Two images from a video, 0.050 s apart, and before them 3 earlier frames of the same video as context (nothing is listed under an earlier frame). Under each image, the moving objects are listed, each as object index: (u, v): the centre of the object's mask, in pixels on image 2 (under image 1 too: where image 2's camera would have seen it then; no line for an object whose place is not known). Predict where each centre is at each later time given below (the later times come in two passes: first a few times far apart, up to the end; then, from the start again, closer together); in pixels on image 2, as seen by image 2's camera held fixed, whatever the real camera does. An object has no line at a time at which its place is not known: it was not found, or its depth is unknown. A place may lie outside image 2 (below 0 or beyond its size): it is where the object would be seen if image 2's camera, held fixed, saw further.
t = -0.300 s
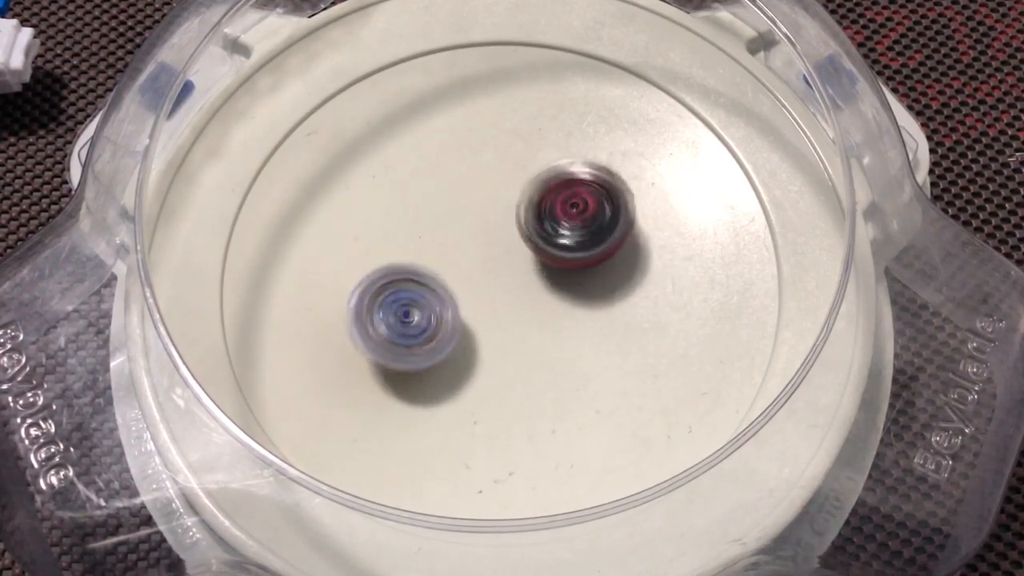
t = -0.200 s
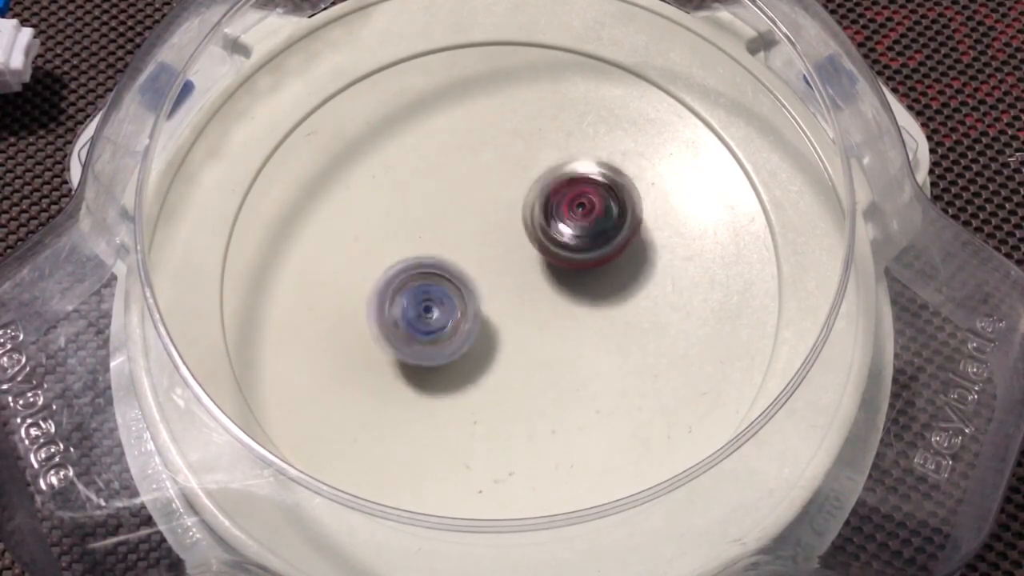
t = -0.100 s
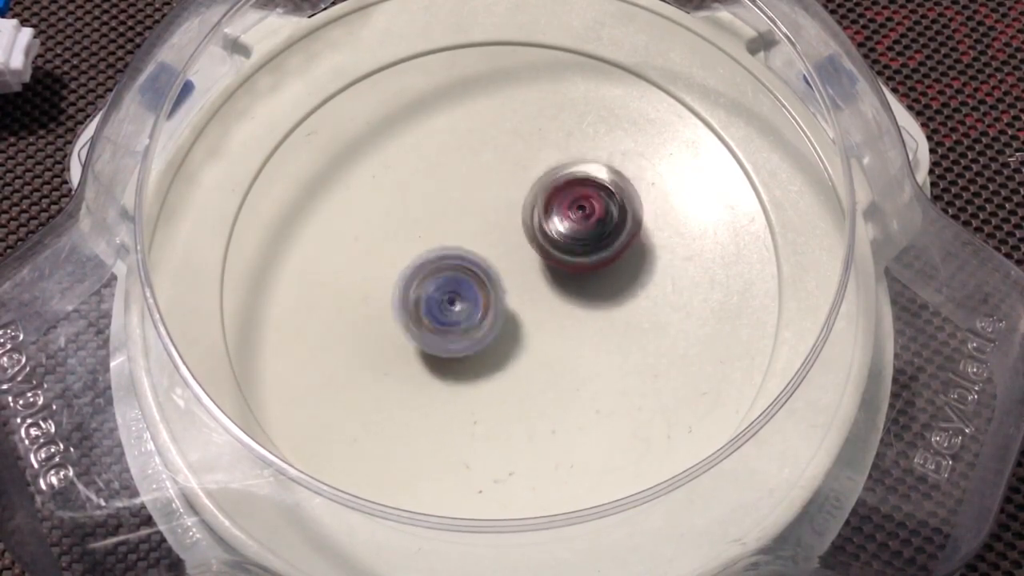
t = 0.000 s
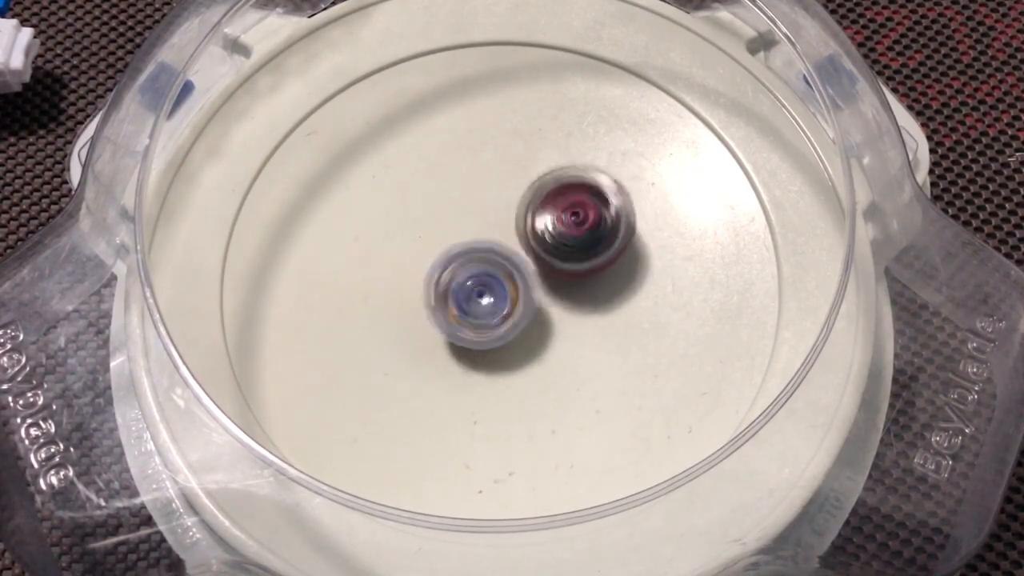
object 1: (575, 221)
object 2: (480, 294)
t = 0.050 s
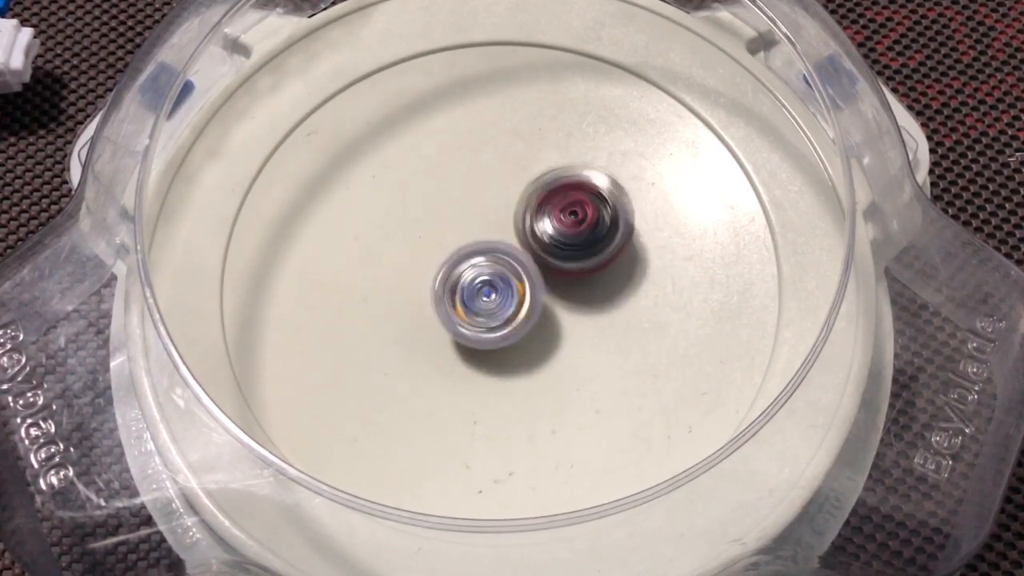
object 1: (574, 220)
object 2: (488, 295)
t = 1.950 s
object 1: (532, 221)
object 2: (455, 306)
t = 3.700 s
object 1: (541, 231)
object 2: (474, 323)
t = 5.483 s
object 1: (481, 211)
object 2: (481, 348)
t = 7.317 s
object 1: (469, 209)
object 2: (525, 323)
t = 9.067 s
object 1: (439, 259)
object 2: (538, 311)
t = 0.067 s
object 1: (575, 219)
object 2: (489, 299)
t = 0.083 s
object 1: (574, 219)
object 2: (488, 298)
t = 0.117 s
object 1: (574, 220)
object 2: (489, 301)
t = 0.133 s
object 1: (573, 220)
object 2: (489, 300)
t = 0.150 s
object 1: (572, 221)
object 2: (490, 302)
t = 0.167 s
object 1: (573, 220)
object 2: (489, 306)
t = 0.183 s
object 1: (572, 221)
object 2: (490, 306)
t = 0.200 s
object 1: (571, 221)
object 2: (489, 309)
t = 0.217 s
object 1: (570, 222)
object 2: (489, 312)
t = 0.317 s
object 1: (560, 227)
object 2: (489, 319)
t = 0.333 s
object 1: (558, 227)
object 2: (490, 318)
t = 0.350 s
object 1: (557, 228)
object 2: (487, 321)
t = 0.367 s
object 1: (556, 226)
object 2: (484, 325)
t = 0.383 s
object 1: (556, 224)
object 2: (482, 326)
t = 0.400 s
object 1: (554, 224)
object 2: (479, 329)
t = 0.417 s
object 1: (553, 224)
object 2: (476, 332)
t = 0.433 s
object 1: (553, 224)
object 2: (475, 332)
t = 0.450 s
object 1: (551, 224)
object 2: (472, 334)
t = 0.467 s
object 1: (550, 225)
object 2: (469, 335)
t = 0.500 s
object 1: (545, 226)
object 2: (464, 335)
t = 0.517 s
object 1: (543, 227)
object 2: (462, 336)
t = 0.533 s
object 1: (542, 227)
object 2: (461, 334)
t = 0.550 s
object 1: (539, 228)
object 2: (457, 333)
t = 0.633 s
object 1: (529, 234)
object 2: (453, 326)
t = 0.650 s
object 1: (526, 235)
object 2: (450, 323)
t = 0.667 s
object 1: (525, 235)
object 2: (447, 323)
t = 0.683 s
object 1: (525, 233)
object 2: (444, 323)
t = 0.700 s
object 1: (525, 232)
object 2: (440, 325)
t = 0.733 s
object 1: (524, 231)
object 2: (437, 323)
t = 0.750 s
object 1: (523, 232)
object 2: (435, 322)
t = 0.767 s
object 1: (523, 233)
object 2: (436, 321)
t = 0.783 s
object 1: (522, 233)
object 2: (437, 317)
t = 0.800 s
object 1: (521, 234)
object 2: (437, 316)
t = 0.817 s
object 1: (521, 234)
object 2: (439, 314)
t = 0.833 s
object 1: (521, 233)
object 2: (437, 311)
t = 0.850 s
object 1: (522, 232)
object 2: (435, 312)
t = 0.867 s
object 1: (523, 231)
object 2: (433, 311)
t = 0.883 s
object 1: (524, 231)
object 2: (431, 308)
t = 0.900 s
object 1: (526, 230)
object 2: (432, 308)
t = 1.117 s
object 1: (531, 226)
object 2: (441, 301)
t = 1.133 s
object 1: (530, 227)
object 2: (443, 301)
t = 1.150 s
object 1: (530, 227)
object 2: (444, 300)
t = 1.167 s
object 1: (530, 226)
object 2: (444, 302)
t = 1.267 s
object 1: (532, 226)
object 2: (444, 302)
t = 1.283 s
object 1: (532, 226)
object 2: (446, 302)
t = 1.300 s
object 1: (533, 226)
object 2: (446, 302)
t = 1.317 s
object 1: (533, 226)
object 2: (448, 303)
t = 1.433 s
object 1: (531, 227)
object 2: (450, 306)
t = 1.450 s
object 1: (532, 226)
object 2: (451, 308)
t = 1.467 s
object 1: (531, 226)
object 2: (452, 306)
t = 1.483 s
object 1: (531, 226)
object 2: (451, 307)
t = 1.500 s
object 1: (532, 225)
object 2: (452, 308)
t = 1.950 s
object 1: (532, 221)
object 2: (455, 306)
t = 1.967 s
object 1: (532, 221)
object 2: (458, 305)
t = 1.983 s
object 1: (531, 221)
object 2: (458, 306)
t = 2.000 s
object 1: (532, 220)
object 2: (454, 309)
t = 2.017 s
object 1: (532, 218)
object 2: (453, 310)
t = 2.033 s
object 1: (531, 218)
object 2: (450, 312)
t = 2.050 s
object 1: (531, 218)
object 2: (449, 314)
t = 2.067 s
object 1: (531, 218)
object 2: (448, 313)
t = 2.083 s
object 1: (531, 219)
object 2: (447, 313)
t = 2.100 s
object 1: (531, 218)
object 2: (448, 313)
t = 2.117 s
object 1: (530, 218)
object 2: (447, 312)
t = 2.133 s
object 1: (530, 218)
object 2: (449, 311)
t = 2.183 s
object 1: (528, 219)
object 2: (452, 307)
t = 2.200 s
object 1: (528, 220)
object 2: (453, 307)
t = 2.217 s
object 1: (527, 220)
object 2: (455, 307)
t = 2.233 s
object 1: (526, 220)
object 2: (454, 307)
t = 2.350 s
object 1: (528, 218)
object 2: (454, 305)
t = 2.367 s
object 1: (528, 219)
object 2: (455, 306)
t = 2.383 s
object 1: (528, 219)
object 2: (459, 307)
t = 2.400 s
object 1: (527, 220)
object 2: (457, 309)
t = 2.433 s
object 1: (528, 220)
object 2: (454, 309)
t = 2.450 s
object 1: (528, 220)
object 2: (453, 312)
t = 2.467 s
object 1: (527, 220)
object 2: (452, 308)
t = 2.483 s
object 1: (527, 222)
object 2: (452, 307)
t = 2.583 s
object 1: (530, 220)
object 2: (457, 307)
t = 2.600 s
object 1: (531, 221)
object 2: (456, 308)
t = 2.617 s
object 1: (531, 221)
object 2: (459, 308)
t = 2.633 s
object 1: (530, 221)
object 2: (458, 308)
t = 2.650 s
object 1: (531, 220)
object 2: (458, 311)
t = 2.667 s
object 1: (532, 217)
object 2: (452, 314)
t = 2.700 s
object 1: (533, 214)
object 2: (447, 316)
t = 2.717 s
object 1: (534, 213)
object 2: (445, 317)
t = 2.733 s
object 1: (535, 213)
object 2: (447, 315)
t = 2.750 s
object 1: (535, 213)
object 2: (446, 314)
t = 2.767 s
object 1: (536, 213)
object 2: (449, 315)
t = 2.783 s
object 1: (536, 212)
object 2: (451, 313)
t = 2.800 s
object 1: (535, 212)
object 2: (453, 314)
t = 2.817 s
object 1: (534, 213)
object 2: (454, 313)
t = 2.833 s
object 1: (533, 213)
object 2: (455, 315)
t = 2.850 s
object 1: (533, 213)
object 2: (457, 314)
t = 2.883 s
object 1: (533, 214)
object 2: (459, 316)
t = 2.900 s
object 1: (532, 214)
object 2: (458, 315)
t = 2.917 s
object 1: (531, 215)
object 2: (460, 316)
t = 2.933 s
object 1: (530, 216)
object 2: (460, 315)
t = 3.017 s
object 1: (526, 221)
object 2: (463, 316)
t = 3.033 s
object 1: (526, 222)
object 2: (464, 316)
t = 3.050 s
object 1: (528, 220)
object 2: (460, 318)
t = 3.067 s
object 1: (529, 218)
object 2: (457, 320)
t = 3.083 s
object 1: (530, 217)
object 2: (456, 321)
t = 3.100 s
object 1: (531, 217)
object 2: (454, 321)
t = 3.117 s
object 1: (530, 218)
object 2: (458, 320)
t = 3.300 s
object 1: (532, 227)
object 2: (470, 321)
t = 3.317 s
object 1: (532, 228)
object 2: (468, 322)
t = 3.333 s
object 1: (532, 229)
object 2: (472, 322)
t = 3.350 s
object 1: (532, 231)
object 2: (469, 323)
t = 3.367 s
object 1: (535, 230)
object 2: (468, 327)
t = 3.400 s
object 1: (537, 228)
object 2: (460, 331)
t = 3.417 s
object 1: (537, 228)
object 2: (456, 330)
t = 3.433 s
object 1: (537, 229)
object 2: (457, 328)
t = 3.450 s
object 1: (539, 230)
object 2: (458, 326)
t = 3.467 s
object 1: (540, 230)
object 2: (463, 324)
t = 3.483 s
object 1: (541, 231)
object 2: (462, 323)
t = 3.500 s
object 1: (542, 230)
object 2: (466, 323)
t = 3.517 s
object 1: (541, 230)
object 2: (467, 321)
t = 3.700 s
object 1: (541, 231)
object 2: (474, 323)
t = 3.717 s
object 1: (541, 231)
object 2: (475, 322)
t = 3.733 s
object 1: (541, 231)
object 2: (476, 322)
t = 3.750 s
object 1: (540, 230)
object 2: (475, 321)
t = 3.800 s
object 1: (539, 230)
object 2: (471, 323)
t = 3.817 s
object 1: (540, 230)
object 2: (472, 322)
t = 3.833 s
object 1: (539, 230)
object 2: (471, 322)
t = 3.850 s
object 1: (539, 229)
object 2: (474, 321)
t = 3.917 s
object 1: (537, 229)
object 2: (475, 323)
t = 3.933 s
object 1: (536, 229)
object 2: (474, 323)
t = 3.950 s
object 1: (536, 229)
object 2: (475, 322)
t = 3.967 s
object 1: (535, 230)
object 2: (472, 323)
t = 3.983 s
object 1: (536, 228)
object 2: (471, 326)
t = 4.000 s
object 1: (537, 224)
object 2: (465, 330)
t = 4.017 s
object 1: (536, 223)
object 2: (465, 330)
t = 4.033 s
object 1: (535, 223)
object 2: (462, 333)
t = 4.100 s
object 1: (534, 225)
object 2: (461, 336)
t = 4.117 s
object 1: (533, 225)
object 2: (464, 335)
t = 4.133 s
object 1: (532, 225)
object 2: (461, 337)
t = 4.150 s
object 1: (530, 225)
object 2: (463, 335)
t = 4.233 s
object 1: (525, 229)
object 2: (468, 332)
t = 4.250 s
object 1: (524, 230)
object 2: (468, 330)
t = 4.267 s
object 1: (522, 231)
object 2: (468, 330)
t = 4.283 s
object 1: (522, 231)
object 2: (468, 327)
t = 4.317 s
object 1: (523, 223)
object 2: (461, 335)
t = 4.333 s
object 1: (524, 220)
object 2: (457, 341)
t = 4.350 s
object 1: (524, 218)
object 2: (453, 338)
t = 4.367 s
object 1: (523, 219)
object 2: (452, 338)
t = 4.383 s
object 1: (523, 219)
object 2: (451, 334)
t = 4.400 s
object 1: (525, 218)
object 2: (455, 333)
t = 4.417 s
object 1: (524, 218)
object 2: (455, 332)
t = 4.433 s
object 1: (524, 218)
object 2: (462, 331)
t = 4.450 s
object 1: (525, 218)
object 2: (464, 333)
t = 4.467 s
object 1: (524, 217)
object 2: (468, 333)
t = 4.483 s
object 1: (523, 217)
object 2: (469, 335)
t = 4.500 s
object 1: (521, 217)
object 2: (470, 332)
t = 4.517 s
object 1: (522, 218)
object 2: (473, 332)
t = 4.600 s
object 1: (521, 220)
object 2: (484, 327)
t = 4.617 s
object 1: (519, 220)
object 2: (487, 325)
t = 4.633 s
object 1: (518, 221)
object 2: (488, 326)
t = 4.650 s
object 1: (519, 220)
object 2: (490, 326)
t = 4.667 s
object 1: (518, 220)
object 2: (491, 326)
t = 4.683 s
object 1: (517, 219)
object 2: (496, 325)
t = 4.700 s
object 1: (516, 219)
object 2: (497, 328)
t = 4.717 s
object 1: (515, 219)
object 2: (497, 330)
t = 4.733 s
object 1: (514, 220)
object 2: (497, 332)
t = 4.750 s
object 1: (514, 220)
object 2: (499, 331)
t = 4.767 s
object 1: (513, 221)
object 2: (500, 333)
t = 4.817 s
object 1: (516, 224)
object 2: (505, 332)
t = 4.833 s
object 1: (515, 222)
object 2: (508, 334)
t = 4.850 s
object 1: (515, 224)
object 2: (504, 336)
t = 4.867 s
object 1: (513, 223)
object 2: (504, 333)
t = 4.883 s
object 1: (512, 226)
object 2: (502, 334)
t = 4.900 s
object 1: (511, 224)
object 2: (503, 334)
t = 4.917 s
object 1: (509, 220)
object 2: (503, 339)
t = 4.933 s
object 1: (509, 217)
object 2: (501, 341)
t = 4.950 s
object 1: (507, 217)
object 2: (502, 342)
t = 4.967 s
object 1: (505, 217)
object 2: (498, 343)
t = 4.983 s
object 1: (505, 218)
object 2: (499, 343)
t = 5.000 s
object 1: (505, 219)
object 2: (495, 343)
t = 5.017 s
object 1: (506, 219)
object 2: (497, 341)
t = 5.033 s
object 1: (504, 219)
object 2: (495, 342)
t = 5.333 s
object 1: (487, 222)
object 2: (485, 332)
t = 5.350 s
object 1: (487, 222)
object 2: (483, 330)
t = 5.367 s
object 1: (486, 223)
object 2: (483, 332)
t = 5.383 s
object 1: (485, 221)
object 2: (480, 336)
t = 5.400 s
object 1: (483, 217)
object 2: (479, 341)
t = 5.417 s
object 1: (483, 214)
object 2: (477, 342)
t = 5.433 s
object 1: (482, 213)
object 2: (480, 343)
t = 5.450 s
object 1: (482, 211)
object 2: (478, 346)
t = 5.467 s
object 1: (481, 211)
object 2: (482, 344)
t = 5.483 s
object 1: (481, 211)
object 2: (481, 348)
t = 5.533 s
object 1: (481, 210)
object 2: (480, 347)
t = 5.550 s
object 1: (479, 210)
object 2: (484, 346)
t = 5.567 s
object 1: (478, 211)
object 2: (482, 346)
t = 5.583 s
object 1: (477, 211)
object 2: (486, 345)
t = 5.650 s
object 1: (476, 216)
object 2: (488, 344)
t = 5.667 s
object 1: (477, 216)
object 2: (491, 345)
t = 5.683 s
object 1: (478, 216)
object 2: (490, 345)
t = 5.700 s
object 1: (477, 217)
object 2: (491, 342)
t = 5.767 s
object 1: (478, 224)
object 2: (492, 336)
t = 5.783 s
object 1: (478, 226)
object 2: (495, 334)
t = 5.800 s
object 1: (479, 225)
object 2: (495, 339)
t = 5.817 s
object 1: (477, 223)
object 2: (494, 339)
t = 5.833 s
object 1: (476, 223)
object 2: (494, 340)
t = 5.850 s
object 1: (474, 223)
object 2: (493, 338)
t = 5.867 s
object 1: (473, 225)
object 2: (494, 338)
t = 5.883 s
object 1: (475, 226)
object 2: (493, 337)
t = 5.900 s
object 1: (477, 227)
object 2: (494, 336)
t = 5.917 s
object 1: (480, 228)
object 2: (493, 337)
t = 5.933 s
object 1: (481, 228)
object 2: (494, 336)
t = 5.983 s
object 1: (482, 227)
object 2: (493, 334)
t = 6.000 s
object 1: (482, 227)
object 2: (491, 333)
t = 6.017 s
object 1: (481, 227)
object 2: (492, 332)
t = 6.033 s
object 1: (480, 228)
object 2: (489, 334)
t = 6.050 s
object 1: (481, 226)
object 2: (489, 333)
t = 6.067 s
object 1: (481, 224)
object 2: (489, 338)
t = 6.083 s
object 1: (481, 223)
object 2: (485, 339)
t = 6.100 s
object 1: (481, 223)
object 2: (487, 336)
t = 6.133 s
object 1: (481, 222)
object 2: (487, 338)
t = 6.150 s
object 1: (482, 221)
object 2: (490, 338)
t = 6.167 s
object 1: (483, 220)
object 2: (487, 338)
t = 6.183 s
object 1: (484, 219)
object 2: (490, 337)
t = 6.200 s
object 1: (485, 218)
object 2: (488, 338)
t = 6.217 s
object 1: (484, 218)
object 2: (488, 338)
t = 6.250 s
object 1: (483, 218)
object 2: (490, 334)
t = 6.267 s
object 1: (482, 218)
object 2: (493, 333)
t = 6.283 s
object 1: (482, 218)
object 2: (493, 334)
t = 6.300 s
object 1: (482, 219)
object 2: (492, 330)
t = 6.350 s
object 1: (484, 217)
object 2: (491, 327)
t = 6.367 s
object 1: (484, 217)
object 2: (490, 329)
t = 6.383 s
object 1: (483, 215)
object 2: (488, 327)
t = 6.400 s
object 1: (482, 215)
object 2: (487, 326)
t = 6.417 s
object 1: (480, 214)
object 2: (484, 324)
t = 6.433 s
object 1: (478, 215)
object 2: (485, 321)
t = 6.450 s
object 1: (477, 215)
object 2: (486, 325)
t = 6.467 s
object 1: (475, 213)
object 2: (487, 329)
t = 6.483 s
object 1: (474, 210)
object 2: (486, 333)
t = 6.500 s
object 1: (471, 210)
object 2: (483, 334)
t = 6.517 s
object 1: (470, 210)
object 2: (485, 333)
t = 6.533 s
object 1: (470, 211)
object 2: (484, 335)
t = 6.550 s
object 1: (472, 211)
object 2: (487, 331)
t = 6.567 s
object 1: (473, 211)
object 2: (490, 332)
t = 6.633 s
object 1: (472, 210)
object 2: (492, 330)
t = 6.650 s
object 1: (470, 211)
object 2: (497, 329)
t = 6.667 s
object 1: (468, 212)
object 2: (497, 328)
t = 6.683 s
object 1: (467, 213)
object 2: (500, 326)
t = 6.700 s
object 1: (467, 215)
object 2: (503, 327)
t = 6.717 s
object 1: (468, 217)
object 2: (501, 325)
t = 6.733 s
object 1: (468, 218)
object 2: (504, 326)
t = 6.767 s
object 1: (469, 220)
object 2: (505, 325)
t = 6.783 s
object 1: (470, 222)
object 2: (508, 327)
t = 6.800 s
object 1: (470, 223)
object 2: (505, 326)
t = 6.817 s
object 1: (470, 223)
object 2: (506, 324)
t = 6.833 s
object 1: (469, 223)
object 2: (508, 330)
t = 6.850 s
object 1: (466, 221)
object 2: (505, 332)
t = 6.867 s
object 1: (464, 221)
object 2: (505, 332)
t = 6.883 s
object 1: (464, 222)
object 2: (504, 331)
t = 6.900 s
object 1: (464, 222)
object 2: (506, 329)
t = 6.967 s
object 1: (472, 225)
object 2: (511, 326)
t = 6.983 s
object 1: (473, 223)
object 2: (513, 325)
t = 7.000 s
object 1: (474, 222)
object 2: (514, 328)
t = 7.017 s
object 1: (474, 221)
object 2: (511, 330)
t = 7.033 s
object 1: (473, 221)
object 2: (510, 328)
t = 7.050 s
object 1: (472, 222)
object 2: (508, 331)
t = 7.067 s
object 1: (473, 223)
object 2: (504, 327)
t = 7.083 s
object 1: (473, 223)
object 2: (506, 325)
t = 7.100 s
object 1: (474, 224)
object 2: (505, 325)
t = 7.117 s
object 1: (475, 224)
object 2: (507, 325)
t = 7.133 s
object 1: (473, 220)
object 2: (514, 327)
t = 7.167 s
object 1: (469, 217)
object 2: (517, 328)
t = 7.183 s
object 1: (467, 217)
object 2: (519, 330)
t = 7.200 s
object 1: (466, 216)
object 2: (514, 330)
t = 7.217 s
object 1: (466, 216)
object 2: (514, 328)
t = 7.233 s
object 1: (466, 216)
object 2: (516, 328)
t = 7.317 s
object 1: (469, 209)
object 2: (525, 323)
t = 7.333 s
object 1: (468, 209)
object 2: (527, 323)
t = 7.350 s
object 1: (467, 209)
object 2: (526, 320)
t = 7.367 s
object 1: (466, 211)
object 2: (527, 317)
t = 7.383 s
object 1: (465, 213)
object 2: (527, 317)
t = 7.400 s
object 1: (464, 215)
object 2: (527, 312)
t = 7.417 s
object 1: (464, 218)
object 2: (530, 309)
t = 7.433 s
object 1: (464, 219)
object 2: (532, 307)
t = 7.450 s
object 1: (466, 220)
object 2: (535, 304)
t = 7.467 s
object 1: (468, 221)
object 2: (540, 304)
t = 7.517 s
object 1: (470, 223)
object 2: (547, 305)
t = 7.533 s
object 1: (471, 224)
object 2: (548, 306)
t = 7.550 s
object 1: (472, 225)
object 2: (550, 305)
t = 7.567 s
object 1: (472, 225)
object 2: (552, 306)
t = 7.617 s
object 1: (468, 227)
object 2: (560, 311)
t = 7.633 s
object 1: (468, 229)
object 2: (562, 311)
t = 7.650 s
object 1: (470, 231)
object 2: (563, 314)
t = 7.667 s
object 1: (472, 231)
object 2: (561, 316)
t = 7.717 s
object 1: (481, 231)
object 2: (564, 318)
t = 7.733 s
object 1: (482, 229)
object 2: (565, 317)
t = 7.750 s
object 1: (483, 228)
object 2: (568, 317)
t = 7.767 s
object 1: (483, 227)
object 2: (566, 320)
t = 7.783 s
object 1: (483, 226)
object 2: (564, 321)
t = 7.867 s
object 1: (486, 229)
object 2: (561, 318)
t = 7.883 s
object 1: (487, 228)
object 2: (558, 318)
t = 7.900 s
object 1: (486, 224)
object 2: (563, 319)
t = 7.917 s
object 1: (484, 221)
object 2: (566, 321)
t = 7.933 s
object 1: (483, 219)
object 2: (565, 324)
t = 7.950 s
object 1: (480, 219)
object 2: (563, 324)
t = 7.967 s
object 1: (478, 218)
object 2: (563, 326)
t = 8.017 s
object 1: (477, 222)
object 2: (552, 324)
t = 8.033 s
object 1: (480, 223)
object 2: (549, 324)
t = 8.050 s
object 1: (482, 221)
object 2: (545, 321)
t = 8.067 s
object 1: (483, 219)
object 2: (544, 317)
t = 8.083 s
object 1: (482, 218)
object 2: (545, 315)
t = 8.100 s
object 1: (480, 217)
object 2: (542, 313)
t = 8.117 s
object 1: (478, 216)
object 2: (542, 308)
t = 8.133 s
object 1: (475, 216)
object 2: (548, 307)
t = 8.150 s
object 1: (471, 215)
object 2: (553, 306)
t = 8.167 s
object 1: (466, 215)
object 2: (554, 305)
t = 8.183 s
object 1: (463, 218)
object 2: (558, 304)
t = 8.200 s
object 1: (461, 221)
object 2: (562, 304)
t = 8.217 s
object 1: (462, 226)
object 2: (562, 305)
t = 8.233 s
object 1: (464, 229)
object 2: (560, 304)
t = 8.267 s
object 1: (468, 232)
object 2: (558, 302)
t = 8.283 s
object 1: (468, 232)
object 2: (555, 299)
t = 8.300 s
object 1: (467, 233)
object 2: (555, 297)
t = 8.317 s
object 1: (464, 233)
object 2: (561, 299)
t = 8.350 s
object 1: (452, 233)
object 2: (574, 310)
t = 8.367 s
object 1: (448, 233)
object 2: (575, 312)
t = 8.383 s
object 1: (445, 234)
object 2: (577, 313)
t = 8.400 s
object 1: (443, 235)
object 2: (580, 312)
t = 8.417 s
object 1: (442, 238)
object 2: (583, 313)
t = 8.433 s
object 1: (443, 242)
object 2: (584, 315)
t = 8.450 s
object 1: (446, 245)
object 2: (584, 313)
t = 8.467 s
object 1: (450, 248)
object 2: (588, 311)
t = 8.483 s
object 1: (453, 250)
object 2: (590, 313)
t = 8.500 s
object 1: (456, 251)
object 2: (587, 314)
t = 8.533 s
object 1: (459, 252)
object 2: (590, 312)
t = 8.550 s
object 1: (460, 254)
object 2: (588, 313)
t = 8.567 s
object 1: (464, 255)
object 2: (584, 313)
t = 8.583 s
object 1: (466, 256)
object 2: (584, 311)
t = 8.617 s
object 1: (473, 257)
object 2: (578, 311)
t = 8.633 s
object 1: (475, 257)
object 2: (574, 310)
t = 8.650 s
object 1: (474, 256)
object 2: (577, 312)
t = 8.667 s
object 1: (471, 255)
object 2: (581, 315)
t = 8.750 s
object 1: (470, 256)
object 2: (562, 320)
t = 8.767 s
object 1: (468, 253)
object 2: (561, 320)
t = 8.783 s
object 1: (464, 254)
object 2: (562, 324)
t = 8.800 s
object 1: (460, 254)
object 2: (559, 329)
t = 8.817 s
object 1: (457, 253)
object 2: (556, 330)
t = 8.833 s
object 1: (455, 253)
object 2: (555, 330)
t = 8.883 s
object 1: (448, 247)
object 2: (550, 330)
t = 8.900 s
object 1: (445, 247)
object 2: (551, 326)
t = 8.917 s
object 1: (444, 248)
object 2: (550, 325)
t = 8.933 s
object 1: (443, 251)
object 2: (549, 326)
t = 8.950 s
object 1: (444, 254)
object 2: (542, 323)
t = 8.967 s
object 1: (446, 255)
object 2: (542, 322)
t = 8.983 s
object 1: (445, 256)
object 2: (543, 321)
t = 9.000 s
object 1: (443, 255)
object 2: (540, 320)
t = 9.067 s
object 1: (439, 259)
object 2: (538, 311)
